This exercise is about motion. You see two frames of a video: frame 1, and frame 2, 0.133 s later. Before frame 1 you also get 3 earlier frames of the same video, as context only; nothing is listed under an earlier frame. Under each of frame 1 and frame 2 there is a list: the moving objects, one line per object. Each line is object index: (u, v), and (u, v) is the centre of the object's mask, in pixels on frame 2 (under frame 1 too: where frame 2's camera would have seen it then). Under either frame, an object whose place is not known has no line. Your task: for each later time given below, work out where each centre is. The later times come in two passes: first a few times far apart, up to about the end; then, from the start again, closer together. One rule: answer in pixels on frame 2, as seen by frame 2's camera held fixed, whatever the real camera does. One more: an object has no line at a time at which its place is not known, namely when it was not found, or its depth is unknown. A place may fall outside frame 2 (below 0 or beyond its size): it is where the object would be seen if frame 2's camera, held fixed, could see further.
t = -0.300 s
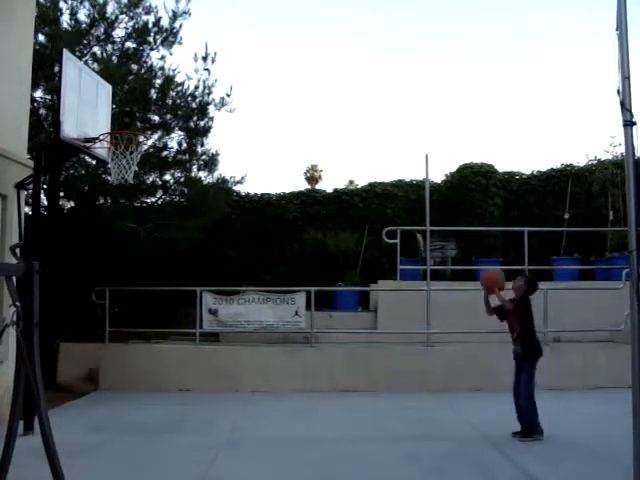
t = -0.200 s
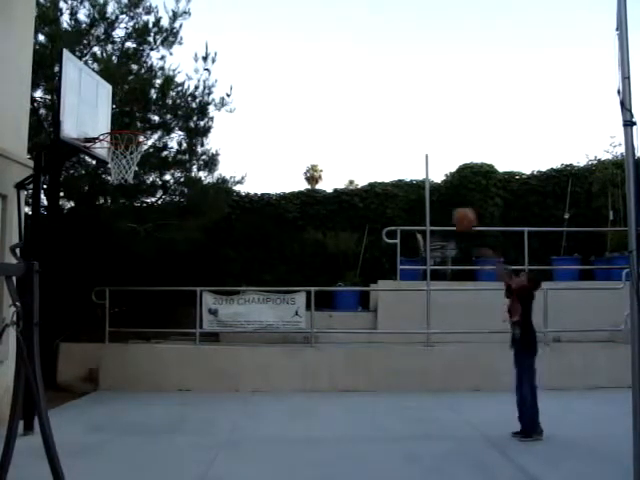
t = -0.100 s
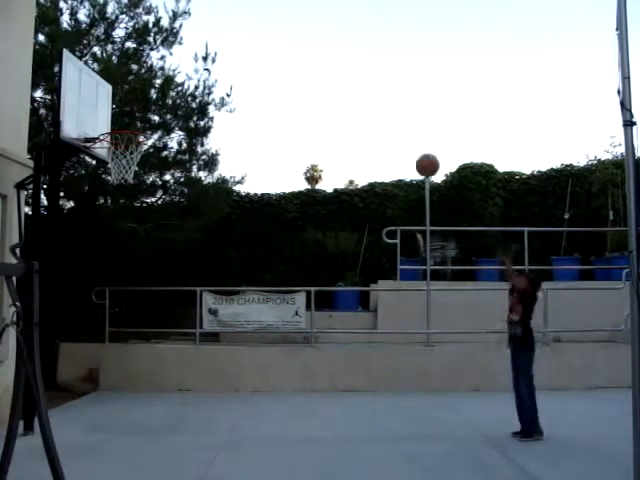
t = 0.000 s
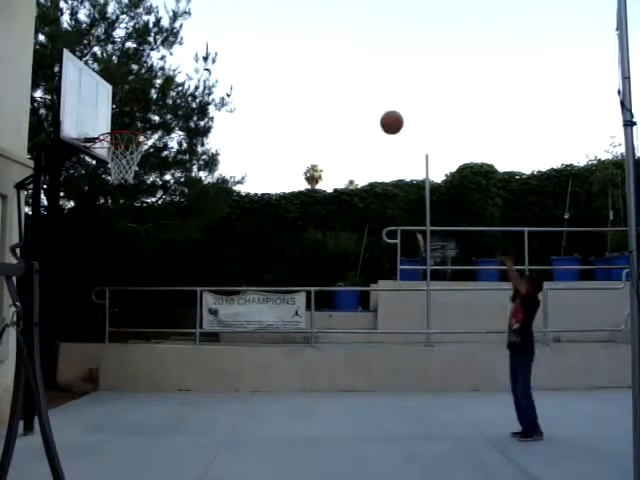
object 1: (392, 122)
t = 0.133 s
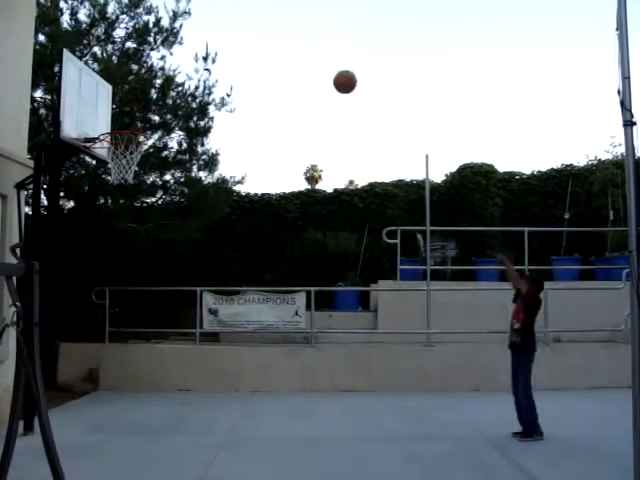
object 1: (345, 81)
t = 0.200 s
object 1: (322, 68)
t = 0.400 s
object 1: (254, 54)
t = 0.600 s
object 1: (187, 79)
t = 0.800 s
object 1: (120, 140)
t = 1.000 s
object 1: (92, 181)
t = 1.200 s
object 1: (73, 249)
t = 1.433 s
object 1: (50, 373)
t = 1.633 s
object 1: (51, 358)
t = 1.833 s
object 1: (68, 283)
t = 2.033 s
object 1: (83, 249)
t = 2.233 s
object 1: (96, 253)
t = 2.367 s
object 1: (105, 278)
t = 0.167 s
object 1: (333, 74)
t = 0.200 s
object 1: (322, 68)
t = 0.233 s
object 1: (311, 63)
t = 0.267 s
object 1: (300, 59)
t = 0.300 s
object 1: (288, 56)
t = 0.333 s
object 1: (277, 55)
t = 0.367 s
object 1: (266, 54)
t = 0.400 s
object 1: (254, 54)
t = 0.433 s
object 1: (243, 56)
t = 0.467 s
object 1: (233, 58)
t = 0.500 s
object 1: (221, 62)
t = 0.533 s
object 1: (210, 67)
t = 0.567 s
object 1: (198, 72)
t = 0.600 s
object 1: (187, 79)
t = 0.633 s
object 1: (174, 87)
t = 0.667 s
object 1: (165, 97)
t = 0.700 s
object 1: (152, 106)
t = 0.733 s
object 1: (142, 118)
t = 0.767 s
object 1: (131, 130)
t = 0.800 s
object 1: (120, 140)
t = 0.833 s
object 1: (109, 156)
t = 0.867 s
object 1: (104, 163)
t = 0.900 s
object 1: (102, 164)
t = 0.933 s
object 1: (99, 171)
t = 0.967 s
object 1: (93, 178)
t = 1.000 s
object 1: (92, 181)
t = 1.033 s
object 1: (88, 192)
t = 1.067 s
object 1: (85, 201)
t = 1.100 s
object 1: (81, 211)
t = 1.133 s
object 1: (78, 223)
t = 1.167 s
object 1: (76, 235)
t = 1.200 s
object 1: (73, 249)
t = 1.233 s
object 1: (68, 263)
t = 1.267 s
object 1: (65, 279)
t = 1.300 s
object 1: (62, 296)
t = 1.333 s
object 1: (59, 314)
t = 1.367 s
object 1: (56, 333)
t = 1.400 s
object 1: (52, 353)
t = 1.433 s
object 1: (50, 373)
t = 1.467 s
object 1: (51, 393)
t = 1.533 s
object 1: (51, 410)
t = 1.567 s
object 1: (51, 391)
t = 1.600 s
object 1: (52, 374)
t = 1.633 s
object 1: (51, 358)
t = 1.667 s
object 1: (54, 342)
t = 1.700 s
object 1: (58, 328)
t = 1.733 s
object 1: (60, 316)
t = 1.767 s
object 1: (62, 303)
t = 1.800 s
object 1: (65, 292)
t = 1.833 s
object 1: (68, 283)
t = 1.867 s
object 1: (70, 274)
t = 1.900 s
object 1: (72, 268)
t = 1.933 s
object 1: (75, 261)
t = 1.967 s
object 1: (78, 256)
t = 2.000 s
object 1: (80, 252)
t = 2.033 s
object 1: (83, 249)
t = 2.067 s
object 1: (85, 248)
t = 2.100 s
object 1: (87, 247)
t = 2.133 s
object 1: (90, 247)
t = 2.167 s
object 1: (91, 248)
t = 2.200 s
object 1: (94, 251)
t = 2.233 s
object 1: (96, 253)
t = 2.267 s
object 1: (98, 259)
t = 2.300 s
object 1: (101, 265)
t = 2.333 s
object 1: (103, 272)
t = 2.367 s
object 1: (105, 278)
